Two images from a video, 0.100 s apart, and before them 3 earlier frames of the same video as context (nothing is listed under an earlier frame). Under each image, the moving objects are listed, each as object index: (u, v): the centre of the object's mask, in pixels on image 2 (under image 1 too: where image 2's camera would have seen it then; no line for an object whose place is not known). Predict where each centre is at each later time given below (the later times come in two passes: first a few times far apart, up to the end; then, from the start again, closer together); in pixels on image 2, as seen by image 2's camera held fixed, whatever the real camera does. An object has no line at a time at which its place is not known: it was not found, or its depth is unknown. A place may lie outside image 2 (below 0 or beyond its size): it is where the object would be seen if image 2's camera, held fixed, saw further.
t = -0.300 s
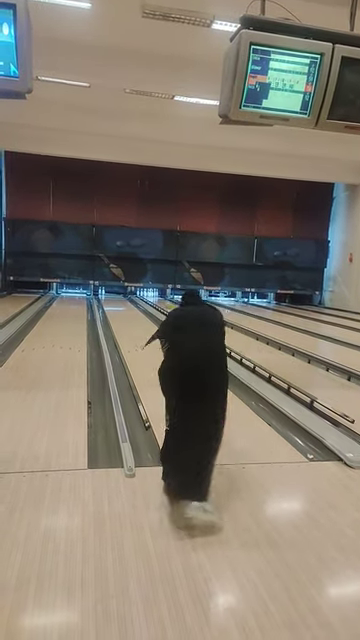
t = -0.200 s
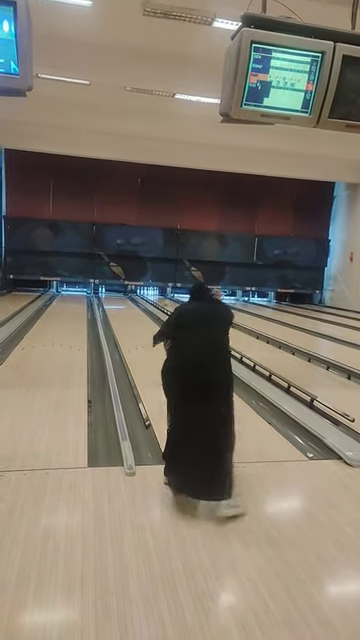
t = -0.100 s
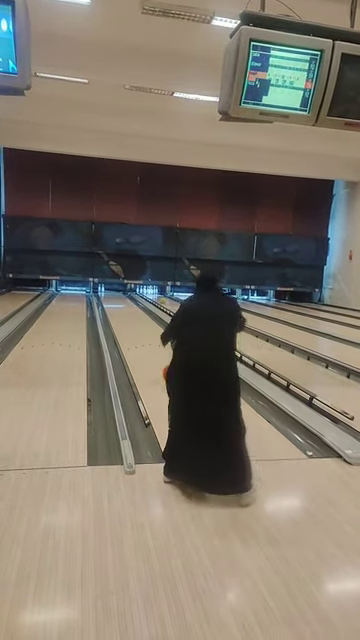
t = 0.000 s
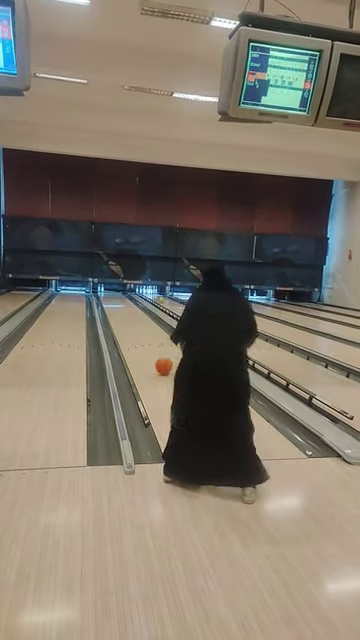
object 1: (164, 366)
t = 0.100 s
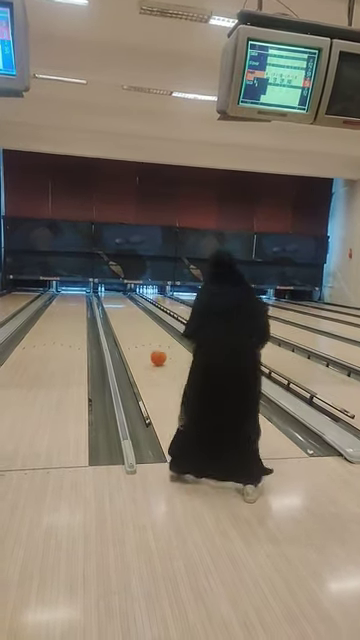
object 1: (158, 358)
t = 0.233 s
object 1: (151, 349)
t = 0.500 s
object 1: (141, 336)
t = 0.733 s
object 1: (134, 327)
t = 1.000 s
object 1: (128, 321)
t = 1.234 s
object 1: (123, 316)
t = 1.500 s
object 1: (119, 311)
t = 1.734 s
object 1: (116, 308)
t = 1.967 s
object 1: (112, 306)
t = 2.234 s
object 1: (109, 303)
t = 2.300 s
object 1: (108, 302)
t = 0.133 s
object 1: (156, 355)
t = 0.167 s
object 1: (154, 353)
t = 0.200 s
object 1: (153, 351)
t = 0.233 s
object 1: (151, 349)
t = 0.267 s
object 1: (150, 347)
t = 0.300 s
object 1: (148, 345)
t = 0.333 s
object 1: (147, 343)
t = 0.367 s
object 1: (145, 342)
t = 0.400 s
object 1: (144, 340)
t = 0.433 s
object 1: (143, 338)
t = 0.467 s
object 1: (142, 337)
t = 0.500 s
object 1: (141, 336)
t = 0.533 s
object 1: (140, 334)
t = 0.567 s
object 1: (139, 333)
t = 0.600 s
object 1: (138, 332)
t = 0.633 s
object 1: (137, 331)
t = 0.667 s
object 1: (136, 329)
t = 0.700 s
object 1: (135, 328)
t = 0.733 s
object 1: (134, 327)
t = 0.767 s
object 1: (133, 326)
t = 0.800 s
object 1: (133, 325)
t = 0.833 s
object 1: (132, 324)
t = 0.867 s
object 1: (131, 324)
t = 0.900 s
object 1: (130, 323)
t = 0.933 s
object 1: (130, 322)
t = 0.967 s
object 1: (129, 321)
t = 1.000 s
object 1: (128, 321)
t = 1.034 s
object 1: (127, 320)
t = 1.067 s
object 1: (127, 320)
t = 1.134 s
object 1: (125, 318)
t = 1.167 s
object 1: (125, 317)
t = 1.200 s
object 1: (124, 316)
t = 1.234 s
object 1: (123, 316)
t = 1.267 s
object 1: (123, 315)
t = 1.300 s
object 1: (122, 314)
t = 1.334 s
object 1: (122, 314)
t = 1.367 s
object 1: (121, 313)
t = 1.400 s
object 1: (121, 313)
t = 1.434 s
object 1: (120, 313)
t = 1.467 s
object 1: (120, 312)
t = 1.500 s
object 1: (119, 311)
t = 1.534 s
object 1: (119, 311)
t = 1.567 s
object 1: (118, 311)
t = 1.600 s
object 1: (118, 310)
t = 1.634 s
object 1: (117, 309)
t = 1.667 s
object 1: (117, 309)
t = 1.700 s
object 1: (116, 308)
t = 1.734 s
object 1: (116, 308)
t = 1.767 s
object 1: (116, 308)
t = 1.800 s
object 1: (115, 308)
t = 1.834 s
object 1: (115, 307)
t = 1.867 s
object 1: (114, 307)
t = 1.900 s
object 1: (114, 306)
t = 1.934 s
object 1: (112, 306)
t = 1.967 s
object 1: (112, 306)
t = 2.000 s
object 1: (112, 305)
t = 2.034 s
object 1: (112, 304)
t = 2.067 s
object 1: (111, 304)
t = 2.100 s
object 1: (111, 304)
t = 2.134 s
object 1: (110, 304)
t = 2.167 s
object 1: (110, 304)
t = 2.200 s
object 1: (110, 304)
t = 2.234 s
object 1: (109, 303)
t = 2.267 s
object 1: (108, 303)
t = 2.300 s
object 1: (108, 302)
